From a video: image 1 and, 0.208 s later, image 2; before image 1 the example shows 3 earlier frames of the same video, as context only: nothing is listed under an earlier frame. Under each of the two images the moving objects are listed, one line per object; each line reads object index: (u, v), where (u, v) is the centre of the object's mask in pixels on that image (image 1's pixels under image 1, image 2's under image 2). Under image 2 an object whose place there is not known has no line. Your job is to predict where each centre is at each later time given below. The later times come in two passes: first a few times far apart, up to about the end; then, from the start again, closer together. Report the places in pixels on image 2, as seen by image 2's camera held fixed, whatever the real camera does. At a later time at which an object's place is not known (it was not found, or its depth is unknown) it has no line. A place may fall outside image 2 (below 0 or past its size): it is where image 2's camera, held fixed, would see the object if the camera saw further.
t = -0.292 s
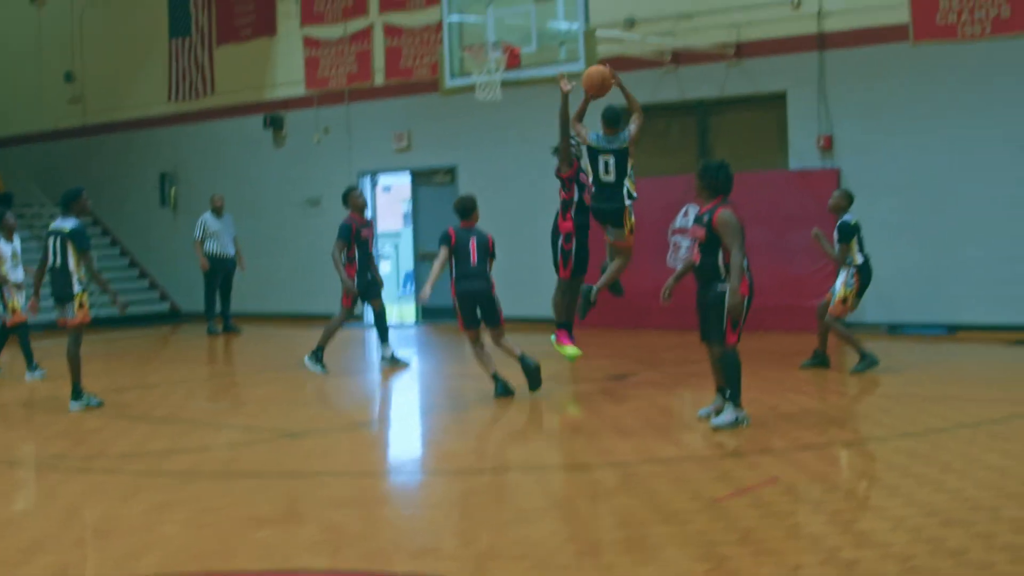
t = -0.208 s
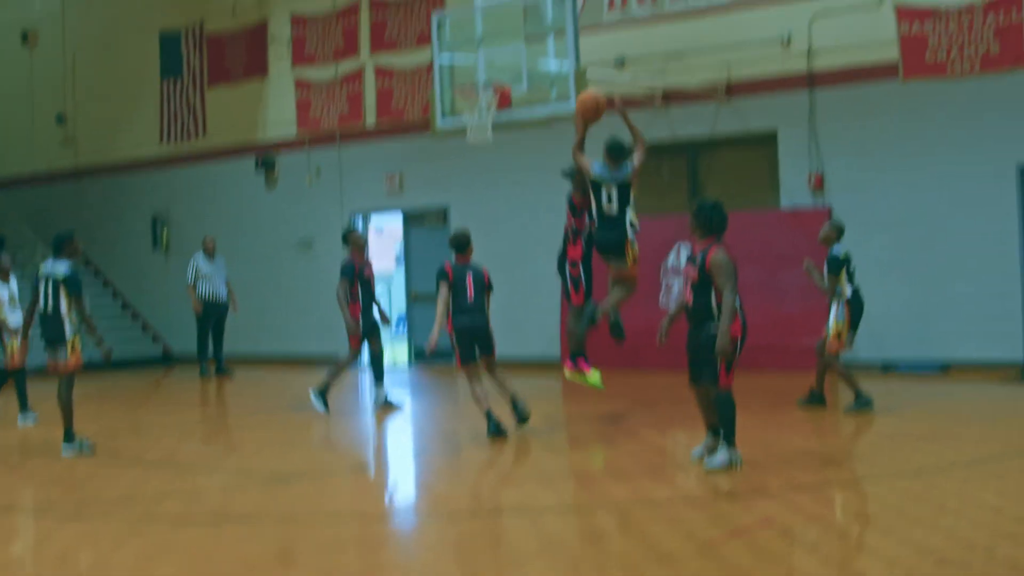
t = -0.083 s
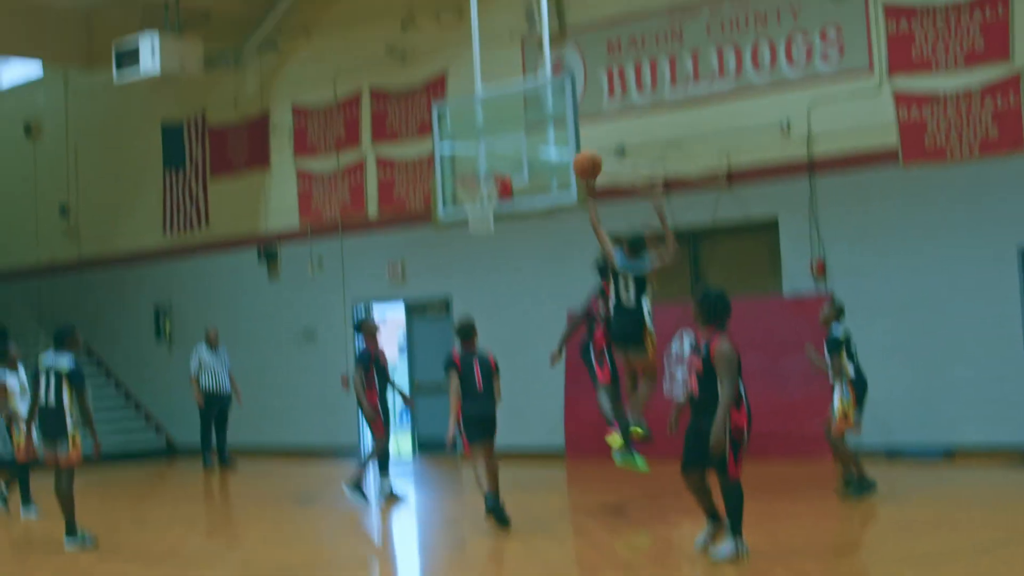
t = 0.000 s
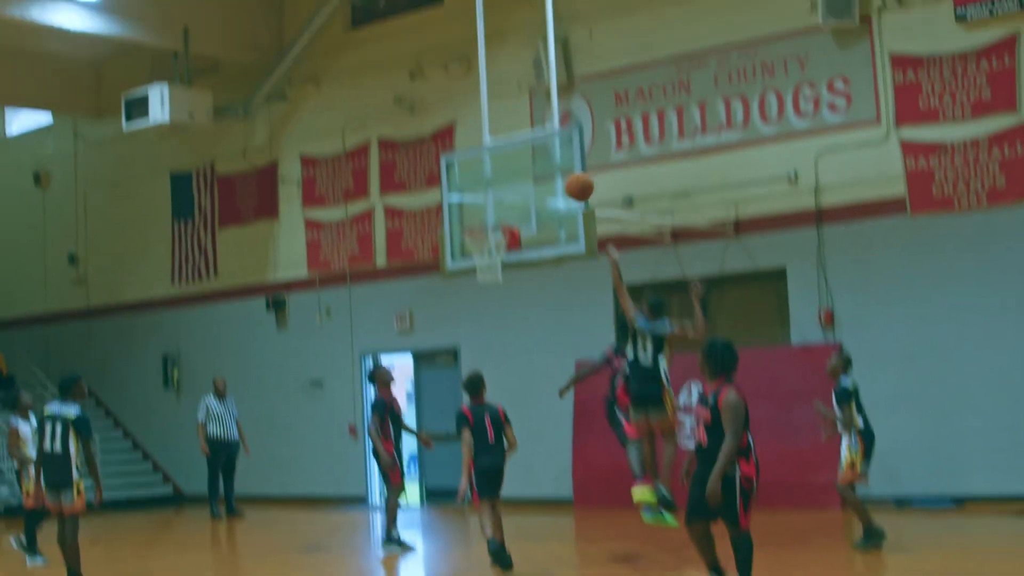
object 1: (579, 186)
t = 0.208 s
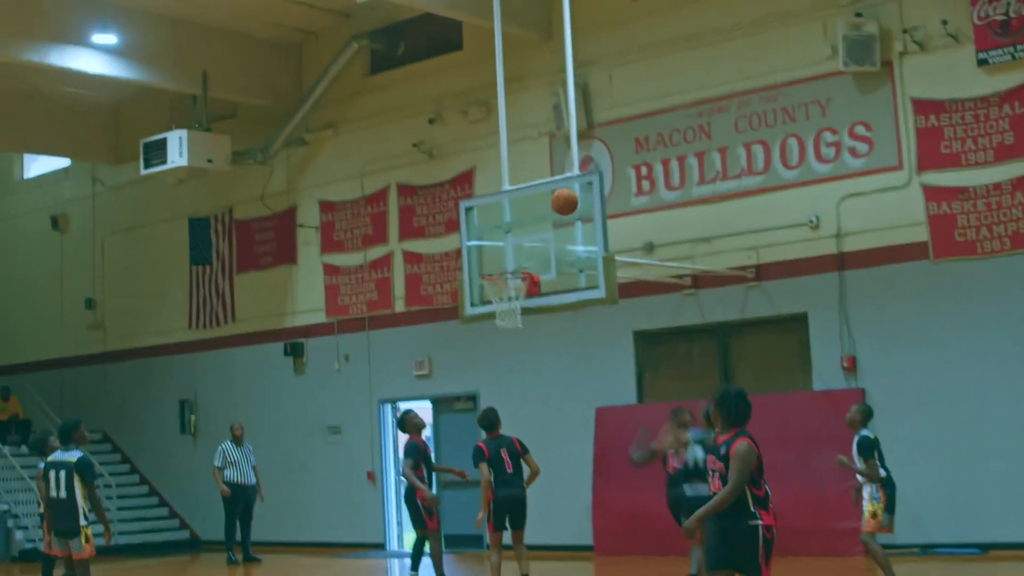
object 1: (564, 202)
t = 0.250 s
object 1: (560, 202)
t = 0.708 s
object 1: (493, 294)
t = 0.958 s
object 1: (487, 294)
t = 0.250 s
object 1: (560, 202)
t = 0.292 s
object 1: (554, 203)
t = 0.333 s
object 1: (550, 206)
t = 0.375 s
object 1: (546, 211)
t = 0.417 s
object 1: (541, 218)
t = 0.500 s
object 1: (532, 237)
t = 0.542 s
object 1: (527, 249)
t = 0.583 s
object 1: (522, 263)
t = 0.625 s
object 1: (517, 277)
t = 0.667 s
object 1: (505, 287)
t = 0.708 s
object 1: (493, 294)
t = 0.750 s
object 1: (487, 295)
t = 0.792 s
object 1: (483, 293)
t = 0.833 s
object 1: (482, 291)
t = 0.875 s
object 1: (482, 290)
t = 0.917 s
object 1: (484, 289)
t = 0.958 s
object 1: (487, 294)
